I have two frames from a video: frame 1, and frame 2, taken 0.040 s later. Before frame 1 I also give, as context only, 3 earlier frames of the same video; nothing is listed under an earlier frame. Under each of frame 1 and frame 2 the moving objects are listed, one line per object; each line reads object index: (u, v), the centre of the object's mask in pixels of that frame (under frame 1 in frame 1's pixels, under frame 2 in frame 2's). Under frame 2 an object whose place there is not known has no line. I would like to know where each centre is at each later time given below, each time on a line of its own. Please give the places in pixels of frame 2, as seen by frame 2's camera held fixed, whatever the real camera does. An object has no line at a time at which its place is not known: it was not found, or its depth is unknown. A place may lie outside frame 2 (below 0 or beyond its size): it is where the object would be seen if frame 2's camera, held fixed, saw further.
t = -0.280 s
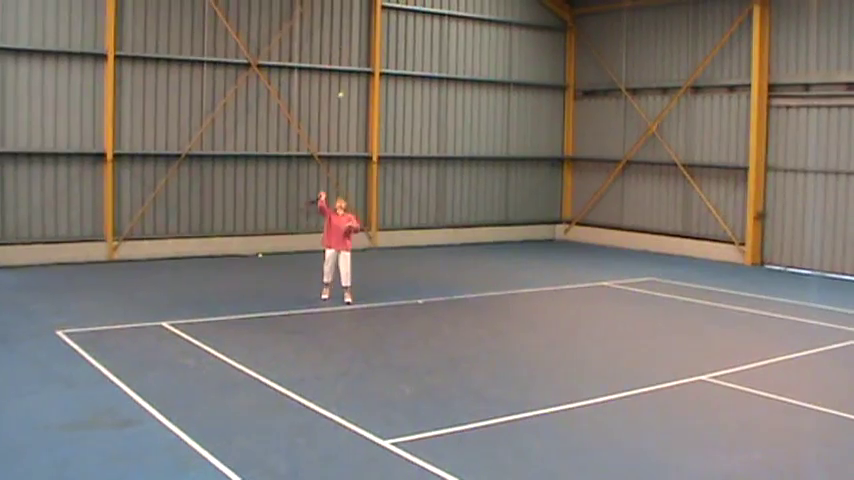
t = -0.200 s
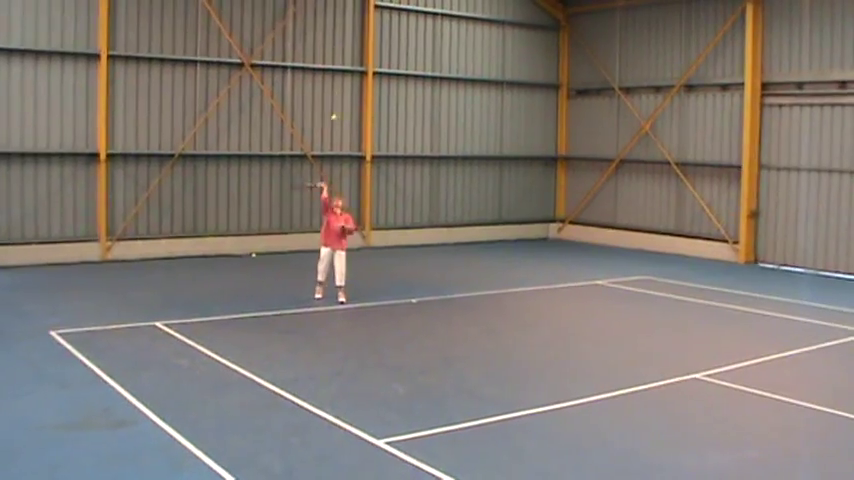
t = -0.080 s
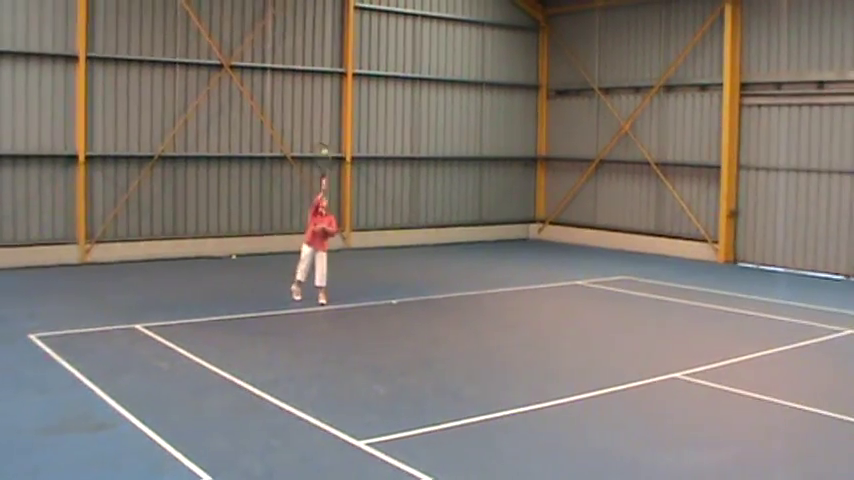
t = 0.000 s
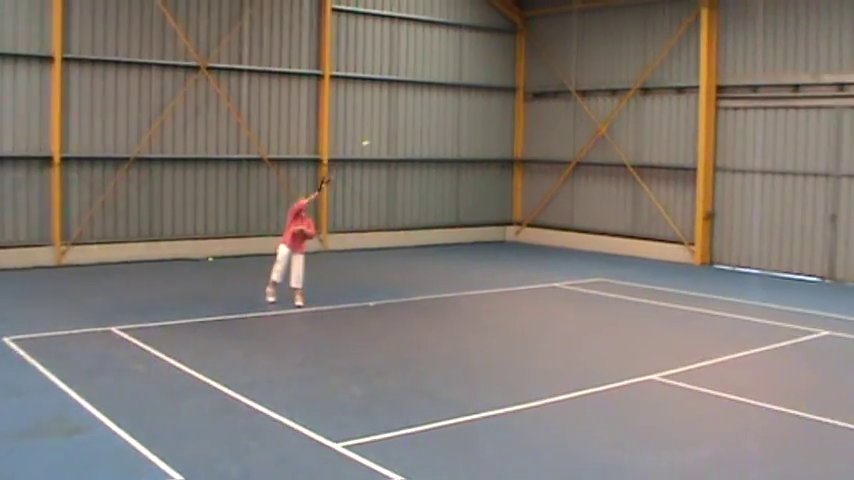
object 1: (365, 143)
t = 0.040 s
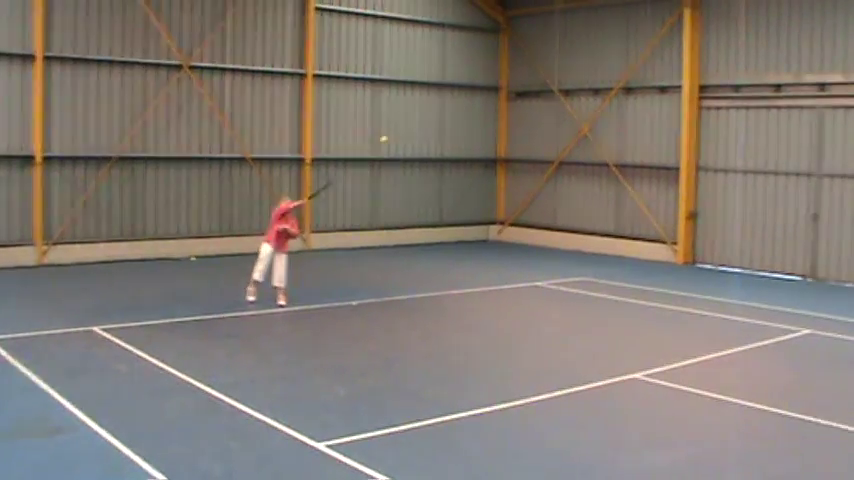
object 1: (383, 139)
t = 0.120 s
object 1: (460, 134)
